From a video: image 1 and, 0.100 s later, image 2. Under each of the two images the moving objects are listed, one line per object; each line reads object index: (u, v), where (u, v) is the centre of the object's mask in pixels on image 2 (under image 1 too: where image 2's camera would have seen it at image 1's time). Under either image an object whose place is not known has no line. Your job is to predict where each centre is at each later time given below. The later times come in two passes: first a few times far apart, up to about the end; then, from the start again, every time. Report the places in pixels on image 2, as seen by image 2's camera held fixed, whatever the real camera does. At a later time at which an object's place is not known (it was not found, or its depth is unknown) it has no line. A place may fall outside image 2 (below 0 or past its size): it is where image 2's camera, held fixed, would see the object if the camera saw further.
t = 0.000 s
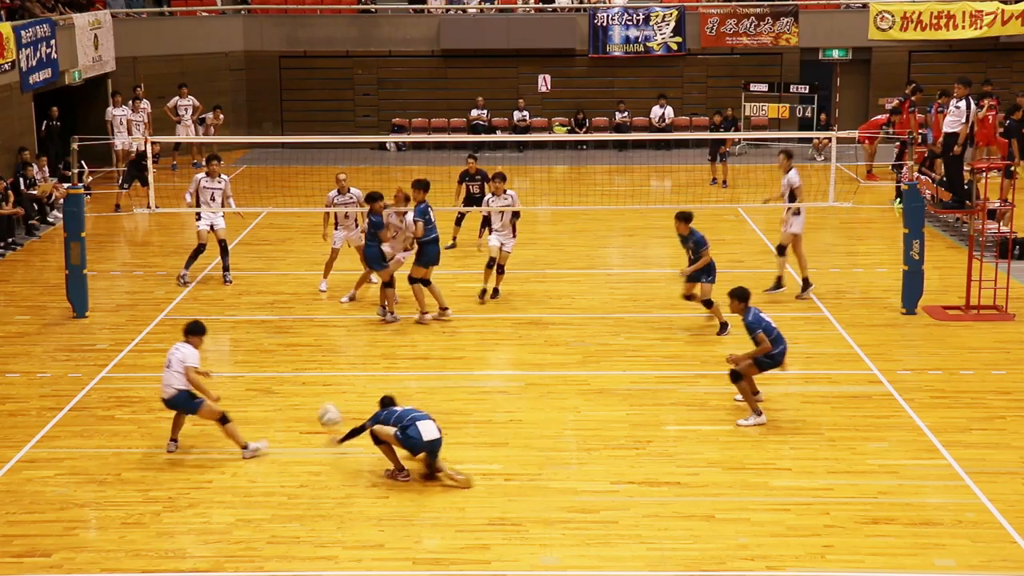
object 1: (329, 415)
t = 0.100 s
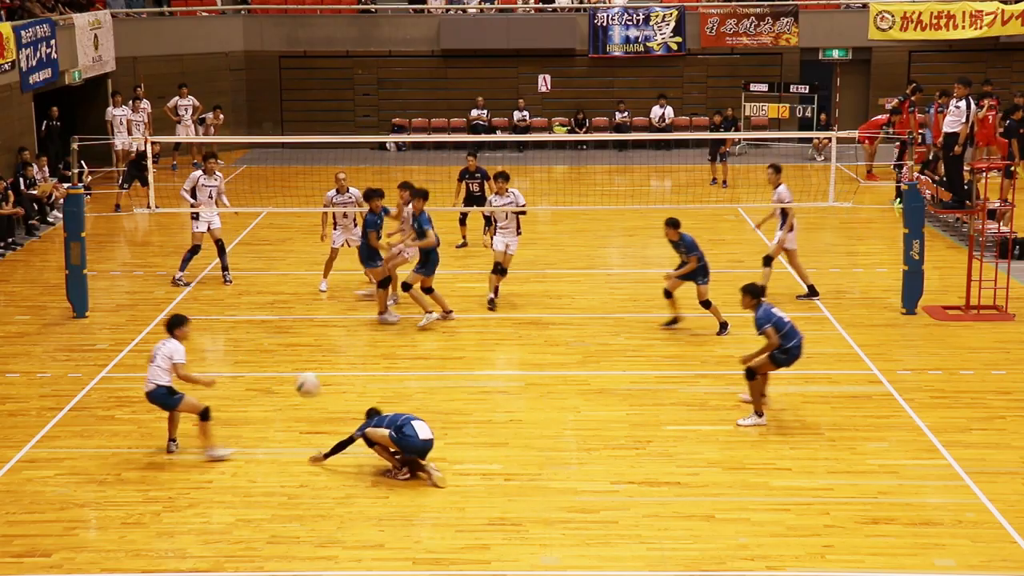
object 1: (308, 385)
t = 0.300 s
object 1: (257, 352)
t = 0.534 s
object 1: (182, 385)
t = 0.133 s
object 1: (299, 376)
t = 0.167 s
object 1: (292, 369)
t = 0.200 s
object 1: (282, 362)
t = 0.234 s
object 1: (275, 358)
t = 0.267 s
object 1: (266, 355)
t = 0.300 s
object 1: (257, 352)
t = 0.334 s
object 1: (247, 352)
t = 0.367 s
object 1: (237, 353)
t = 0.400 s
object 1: (228, 356)
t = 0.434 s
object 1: (216, 360)
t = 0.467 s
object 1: (206, 366)
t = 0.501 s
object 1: (195, 375)
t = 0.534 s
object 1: (182, 385)
